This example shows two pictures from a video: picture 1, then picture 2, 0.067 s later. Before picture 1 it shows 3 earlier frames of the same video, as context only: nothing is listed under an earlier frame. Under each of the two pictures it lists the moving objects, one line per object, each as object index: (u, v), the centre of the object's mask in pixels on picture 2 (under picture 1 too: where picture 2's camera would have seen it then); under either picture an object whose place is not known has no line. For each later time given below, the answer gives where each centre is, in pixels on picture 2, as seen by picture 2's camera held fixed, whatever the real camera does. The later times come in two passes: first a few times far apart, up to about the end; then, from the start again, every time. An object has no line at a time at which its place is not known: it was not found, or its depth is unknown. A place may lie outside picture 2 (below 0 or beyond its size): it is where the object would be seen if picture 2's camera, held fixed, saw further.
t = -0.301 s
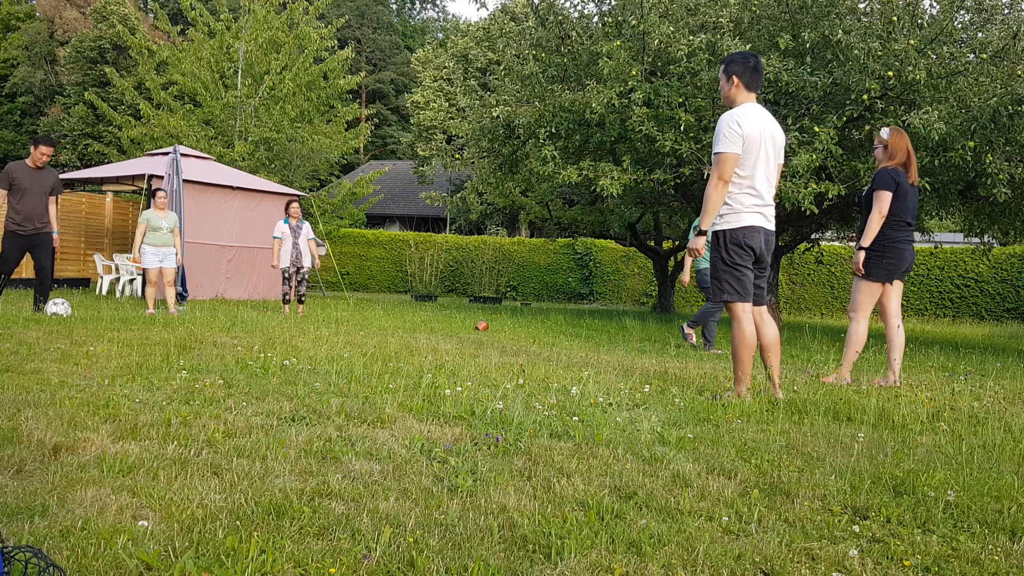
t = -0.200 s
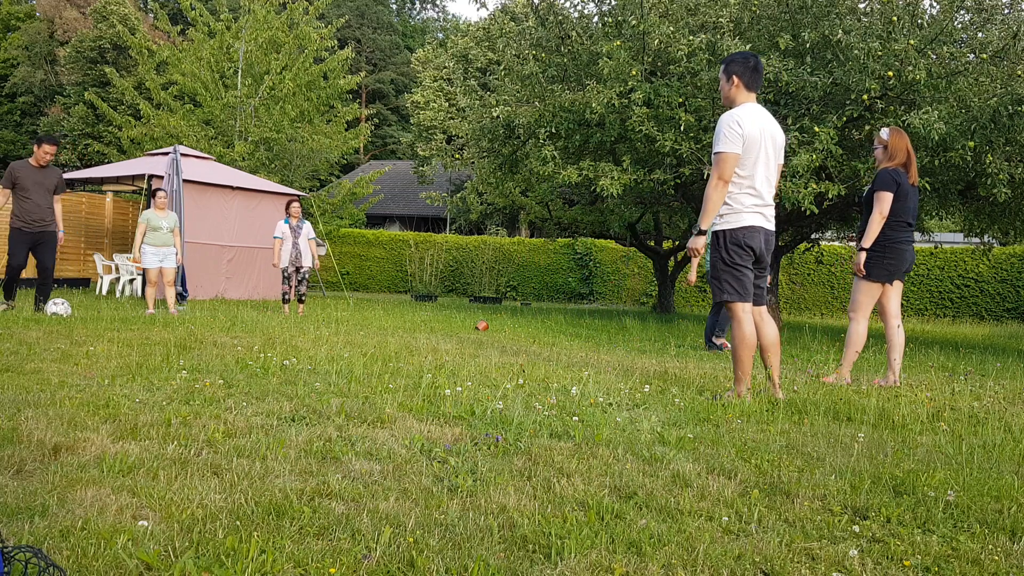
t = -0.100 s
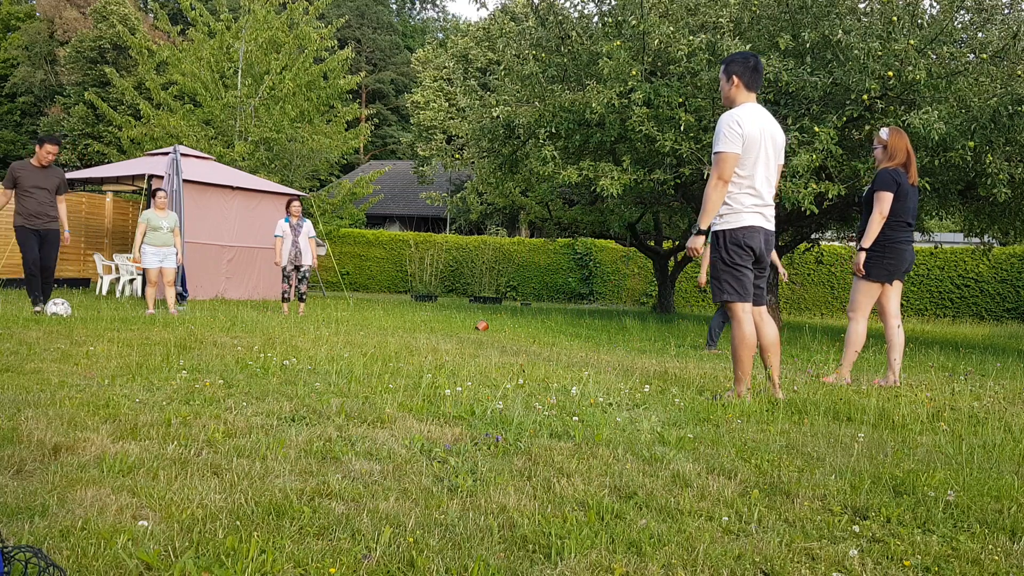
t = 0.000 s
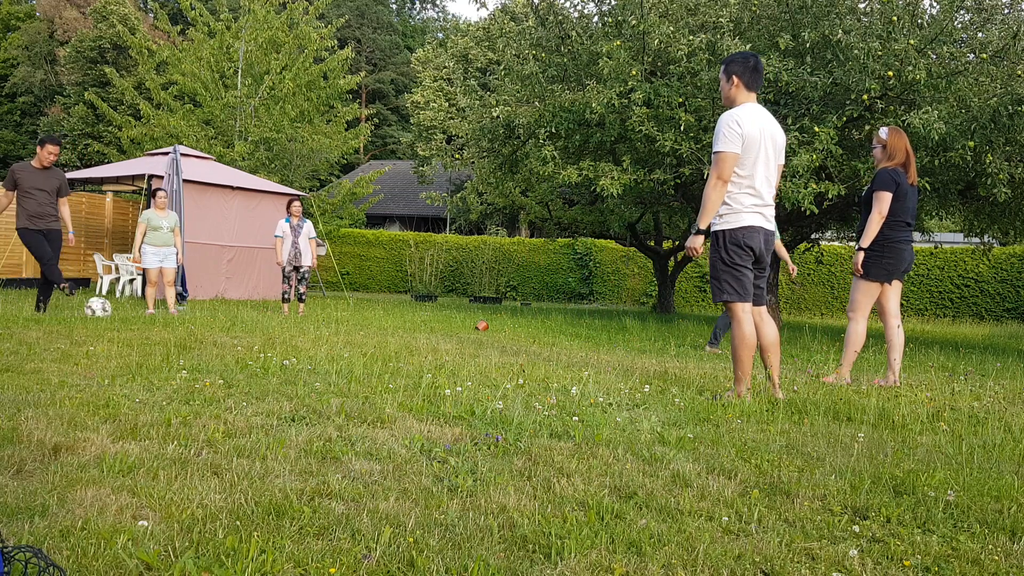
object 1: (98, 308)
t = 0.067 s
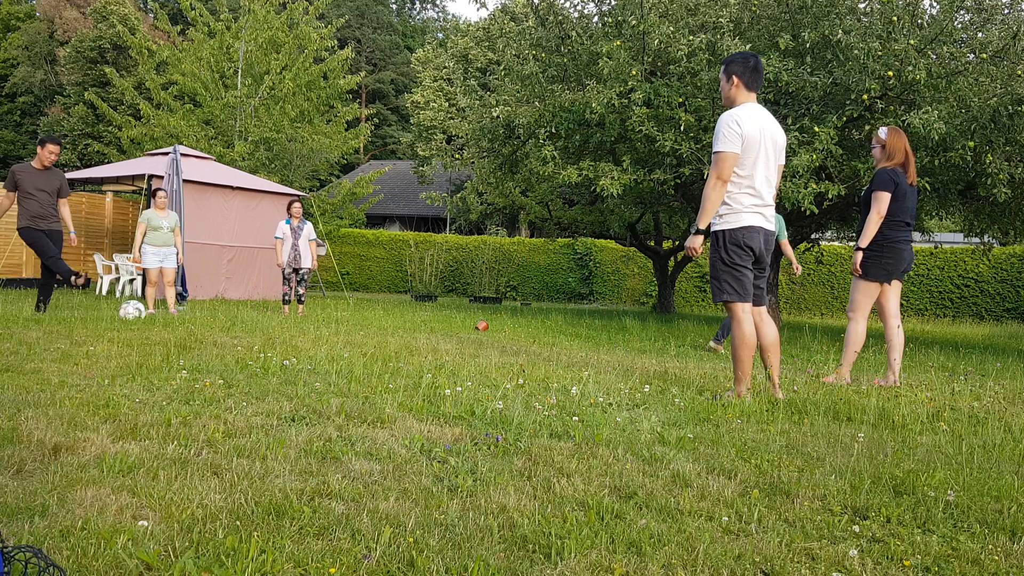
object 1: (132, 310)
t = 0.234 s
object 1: (201, 311)
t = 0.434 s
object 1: (277, 318)
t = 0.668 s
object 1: (359, 328)
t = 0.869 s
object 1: (426, 333)
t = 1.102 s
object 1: (495, 340)
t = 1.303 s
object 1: (551, 345)
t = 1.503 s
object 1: (606, 348)
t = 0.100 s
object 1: (147, 311)
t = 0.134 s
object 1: (160, 310)
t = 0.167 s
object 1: (174, 310)
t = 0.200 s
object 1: (187, 310)
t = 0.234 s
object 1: (201, 311)
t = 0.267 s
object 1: (215, 314)
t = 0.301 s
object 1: (227, 316)
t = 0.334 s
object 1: (240, 316)
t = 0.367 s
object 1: (251, 316)
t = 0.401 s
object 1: (264, 317)
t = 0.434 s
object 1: (277, 318)
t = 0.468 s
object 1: (289, 320)
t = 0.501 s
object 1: (300, 322)
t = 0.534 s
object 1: (311, 322)
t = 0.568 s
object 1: (323, 323)
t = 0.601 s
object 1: (335, 324)
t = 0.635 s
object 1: (347, 326)
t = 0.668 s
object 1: (359, 328)
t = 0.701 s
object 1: (371, 328)
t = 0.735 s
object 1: (381, 328)
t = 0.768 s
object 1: (392, 327)
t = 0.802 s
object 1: (403, 328)
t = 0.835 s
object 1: (415, 330)
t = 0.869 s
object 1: (426, 333)
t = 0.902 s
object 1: (437, 335)
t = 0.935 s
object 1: (447, 335)
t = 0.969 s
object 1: (456, 334)
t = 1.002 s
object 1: (465, 333)
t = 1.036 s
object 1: (475, 335)
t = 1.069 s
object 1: (484, 336)
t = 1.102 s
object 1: (495, 340)
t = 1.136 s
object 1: (505, 345)
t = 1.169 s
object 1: (514, 344)
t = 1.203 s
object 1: (524, 344)
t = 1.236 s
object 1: (533, 344)
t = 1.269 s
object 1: (542, 345)
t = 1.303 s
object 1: (551, 345)
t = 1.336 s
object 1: (560, 346)
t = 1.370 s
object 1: (570, 348)
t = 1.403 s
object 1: (579, 349)
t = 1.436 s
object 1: (588, 350)
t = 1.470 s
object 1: (597, 348)
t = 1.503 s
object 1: (606, 348)
